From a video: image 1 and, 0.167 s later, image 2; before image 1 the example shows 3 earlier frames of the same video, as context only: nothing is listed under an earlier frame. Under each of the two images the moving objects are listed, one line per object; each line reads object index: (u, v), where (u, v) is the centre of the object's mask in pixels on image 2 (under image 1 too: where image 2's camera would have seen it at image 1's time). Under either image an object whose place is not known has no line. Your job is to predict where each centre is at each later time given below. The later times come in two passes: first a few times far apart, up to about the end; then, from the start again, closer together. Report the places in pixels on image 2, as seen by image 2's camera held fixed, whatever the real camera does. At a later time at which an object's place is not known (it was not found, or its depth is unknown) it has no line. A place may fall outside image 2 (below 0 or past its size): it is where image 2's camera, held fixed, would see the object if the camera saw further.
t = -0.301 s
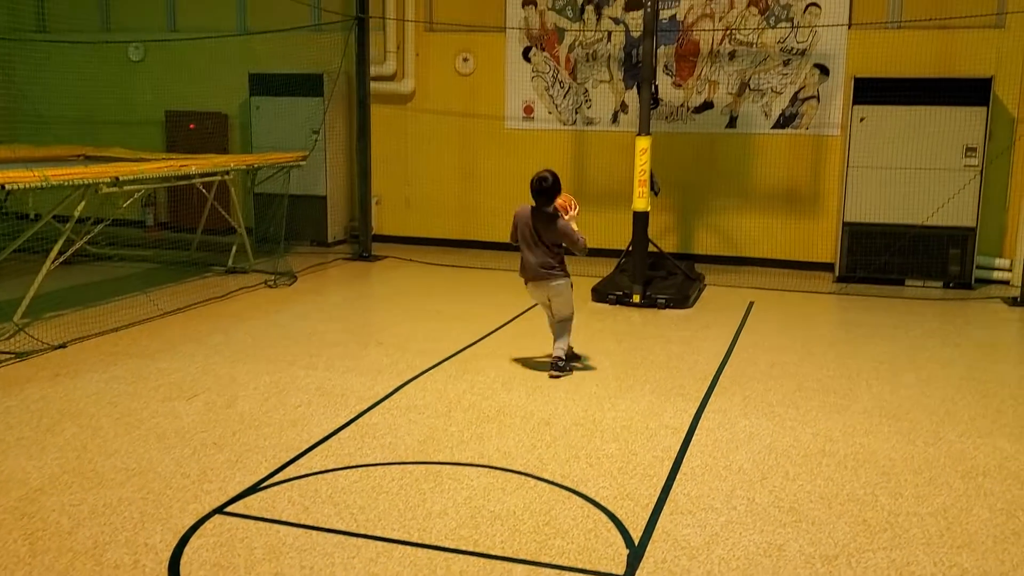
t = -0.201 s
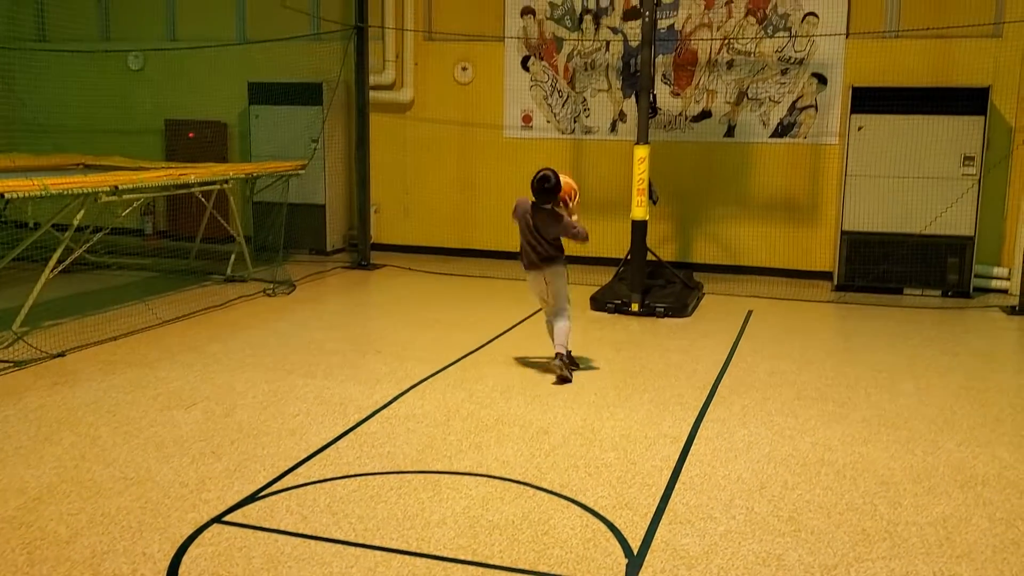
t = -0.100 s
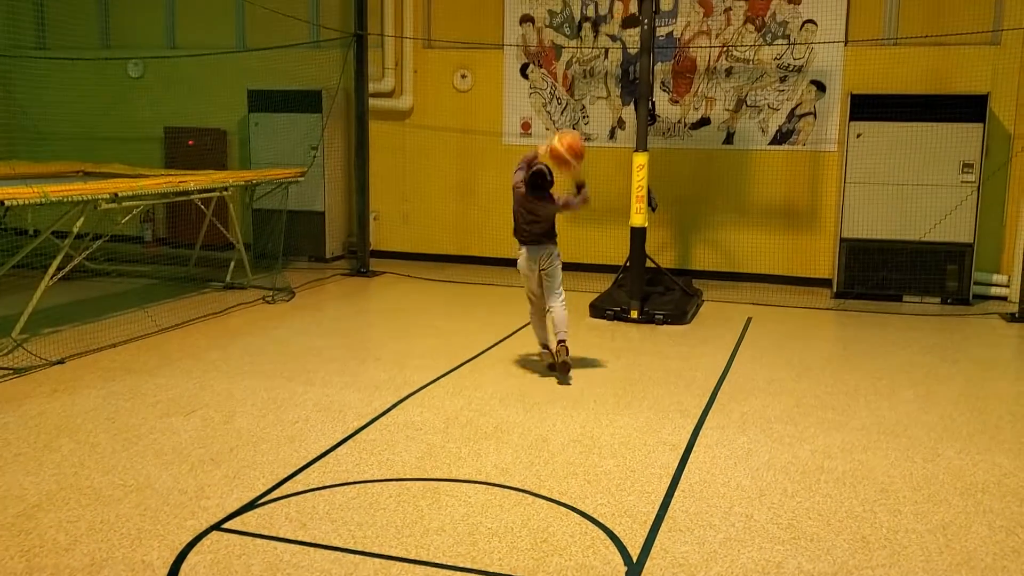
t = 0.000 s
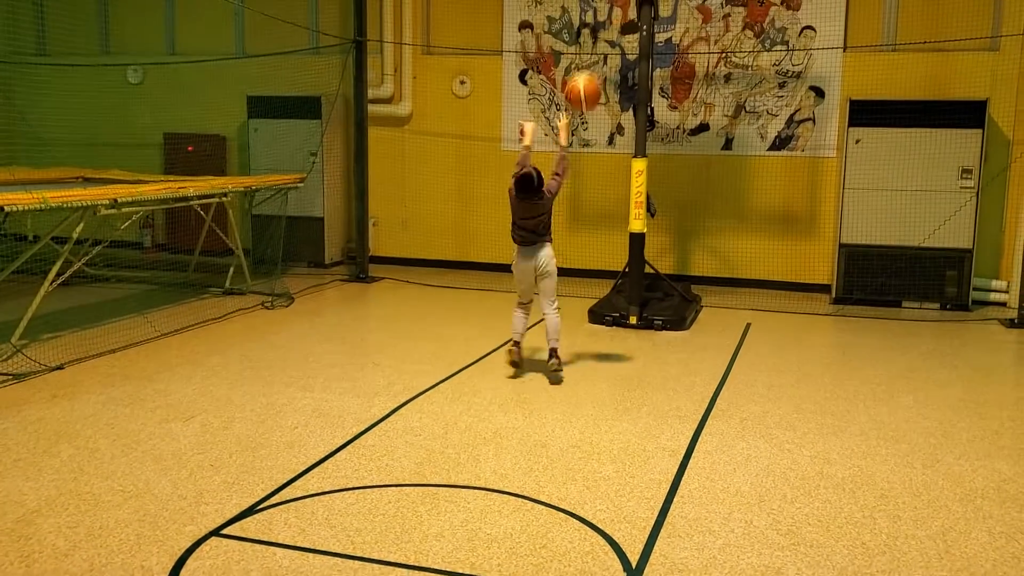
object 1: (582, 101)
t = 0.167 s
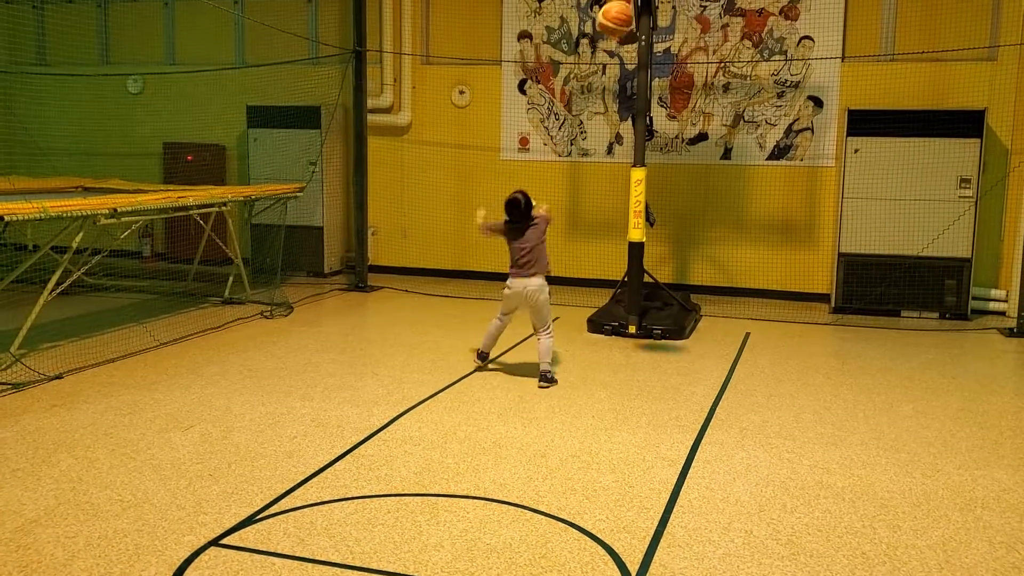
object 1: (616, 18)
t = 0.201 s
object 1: (621, 11)
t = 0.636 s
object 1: (690, 27)
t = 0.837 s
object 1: (715, 124)
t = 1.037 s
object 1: (731, 257)
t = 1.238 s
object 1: (752, 277)
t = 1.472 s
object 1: (785, 176)
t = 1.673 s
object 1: (810, 147)
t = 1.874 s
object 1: (831, 165)
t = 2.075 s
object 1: (849, 235)
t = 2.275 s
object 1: (864, 323)
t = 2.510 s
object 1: (892, 236)
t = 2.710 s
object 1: (913, 213)
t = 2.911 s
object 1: (929, 241)
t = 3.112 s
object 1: (940, 315)
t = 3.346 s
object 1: (959, 271)
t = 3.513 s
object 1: (971, 254)
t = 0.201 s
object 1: (621, 11)
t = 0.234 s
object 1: (626, 6)
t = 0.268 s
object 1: (637, 1)
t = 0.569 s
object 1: (682, 7)
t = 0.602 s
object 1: (687, 16)
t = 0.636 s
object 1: (690, 27)
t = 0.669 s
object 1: (697, 40)
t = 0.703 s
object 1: (701, 53)
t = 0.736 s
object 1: (703, 69)
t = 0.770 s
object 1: (708, 87)
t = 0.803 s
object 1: (711, 103)
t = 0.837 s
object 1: (715, 124)
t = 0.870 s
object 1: (718, 144)
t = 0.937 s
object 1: (724, 184)
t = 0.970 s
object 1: (726, 210)
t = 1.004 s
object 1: (728, 231)
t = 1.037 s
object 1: (731, 257)
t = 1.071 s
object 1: (734, 285)
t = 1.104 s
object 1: (736, 307)
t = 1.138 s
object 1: (739, 335)
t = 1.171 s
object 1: (744, 314)
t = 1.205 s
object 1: (747, 295)
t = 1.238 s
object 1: (752, 277)
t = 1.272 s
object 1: (758, 256)
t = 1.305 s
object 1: (762, 240)
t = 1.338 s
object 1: (767, 225)
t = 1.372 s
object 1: (773, 210)
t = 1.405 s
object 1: (776, 197)
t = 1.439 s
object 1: (780, 188)
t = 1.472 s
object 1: (785, 176)
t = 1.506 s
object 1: (790, 168)
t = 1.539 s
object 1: (794, 161)
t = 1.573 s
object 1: (798, 156)
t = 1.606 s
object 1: (802, 151)
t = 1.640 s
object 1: (806, 148)
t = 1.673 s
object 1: (810, 147)
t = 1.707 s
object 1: (814, 146)
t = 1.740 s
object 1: (818, 147)
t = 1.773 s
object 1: (821, 150)
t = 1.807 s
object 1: (824, 153)
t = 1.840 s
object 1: (827, 159)
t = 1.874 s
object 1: (831, 165)
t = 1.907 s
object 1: (834, 174)
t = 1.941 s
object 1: (838, 183)
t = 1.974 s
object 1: (841, 193)
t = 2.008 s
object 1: (844, 206)
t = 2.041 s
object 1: (847, 220)
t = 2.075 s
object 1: (849, 235)
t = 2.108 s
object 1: (852, 252)
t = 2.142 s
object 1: (854, 270)
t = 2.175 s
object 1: (856, 287)
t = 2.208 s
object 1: (858, 305)
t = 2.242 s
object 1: (859, 328)
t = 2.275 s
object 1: (864, 323)
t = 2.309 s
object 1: (869, 306)
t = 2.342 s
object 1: (873, 291)
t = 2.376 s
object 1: (877, 279)
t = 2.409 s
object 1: (881, 268)
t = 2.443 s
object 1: (885, 255)
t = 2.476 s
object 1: (889, 245)
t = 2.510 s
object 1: (892, 236)
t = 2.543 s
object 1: (896, 228)
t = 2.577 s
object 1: (900, 222)
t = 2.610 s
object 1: (903, 218)
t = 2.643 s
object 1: (907, 215)
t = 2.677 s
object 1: (910, 213)
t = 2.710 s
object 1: (913, 213)
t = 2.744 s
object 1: (916, 214)
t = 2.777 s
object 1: (919, 217)
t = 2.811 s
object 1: (921, 221)
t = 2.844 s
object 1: (924, 226)
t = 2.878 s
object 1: (927, 233)
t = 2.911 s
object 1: (929, 241)
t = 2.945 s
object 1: (931, 251)
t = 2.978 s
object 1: (933, 261)
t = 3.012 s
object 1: (935, 272)
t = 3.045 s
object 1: (936, 286)
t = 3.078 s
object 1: (938, 300)
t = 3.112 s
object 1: (940, 315)
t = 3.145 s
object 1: (942, 332)
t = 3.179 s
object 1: (945, 320)
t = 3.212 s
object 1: (948, 307)
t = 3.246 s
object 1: (951, 298)
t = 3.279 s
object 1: (954, 287)
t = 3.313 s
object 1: (956, 278)
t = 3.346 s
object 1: (959, 271)
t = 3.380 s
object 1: (962, 264)
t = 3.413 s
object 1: (965, 260)
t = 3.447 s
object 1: (967, 256)
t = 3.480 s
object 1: (969, 254)
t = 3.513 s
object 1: (971, 254)
